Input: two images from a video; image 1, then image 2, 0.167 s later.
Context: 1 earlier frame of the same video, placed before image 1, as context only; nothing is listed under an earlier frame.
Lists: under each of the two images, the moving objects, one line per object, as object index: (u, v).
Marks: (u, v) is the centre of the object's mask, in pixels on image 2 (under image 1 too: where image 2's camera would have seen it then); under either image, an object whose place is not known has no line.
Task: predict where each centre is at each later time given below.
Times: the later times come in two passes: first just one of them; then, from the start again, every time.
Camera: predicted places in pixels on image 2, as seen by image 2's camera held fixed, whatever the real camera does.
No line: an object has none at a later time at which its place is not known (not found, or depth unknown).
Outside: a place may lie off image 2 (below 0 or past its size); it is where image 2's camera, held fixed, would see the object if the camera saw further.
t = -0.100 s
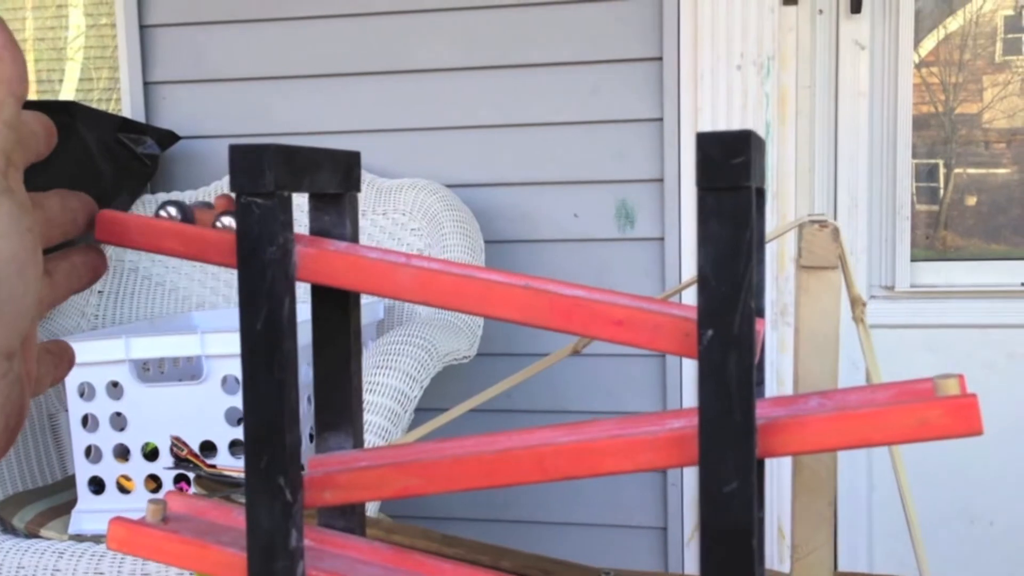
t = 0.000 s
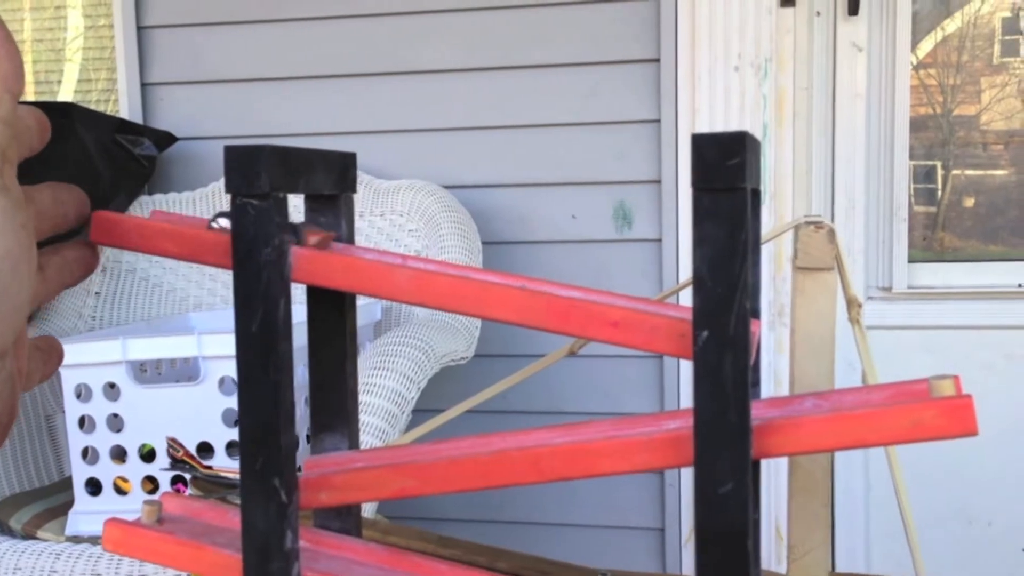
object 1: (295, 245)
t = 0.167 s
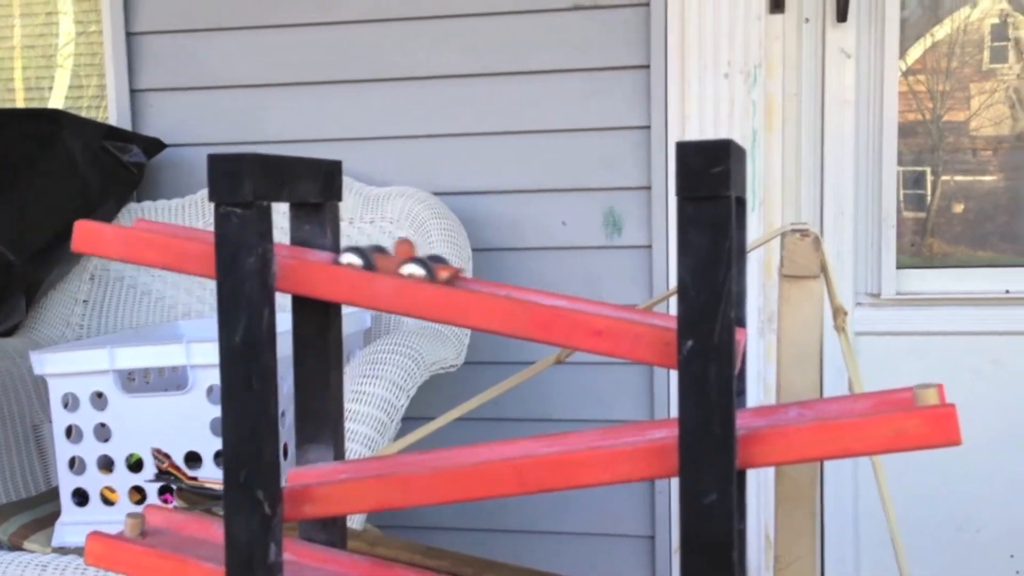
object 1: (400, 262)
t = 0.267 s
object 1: (514, 284)
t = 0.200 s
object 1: (436, 269)
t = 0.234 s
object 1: (475, 276)
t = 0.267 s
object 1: (514, 284)
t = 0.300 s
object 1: (554, 291)
